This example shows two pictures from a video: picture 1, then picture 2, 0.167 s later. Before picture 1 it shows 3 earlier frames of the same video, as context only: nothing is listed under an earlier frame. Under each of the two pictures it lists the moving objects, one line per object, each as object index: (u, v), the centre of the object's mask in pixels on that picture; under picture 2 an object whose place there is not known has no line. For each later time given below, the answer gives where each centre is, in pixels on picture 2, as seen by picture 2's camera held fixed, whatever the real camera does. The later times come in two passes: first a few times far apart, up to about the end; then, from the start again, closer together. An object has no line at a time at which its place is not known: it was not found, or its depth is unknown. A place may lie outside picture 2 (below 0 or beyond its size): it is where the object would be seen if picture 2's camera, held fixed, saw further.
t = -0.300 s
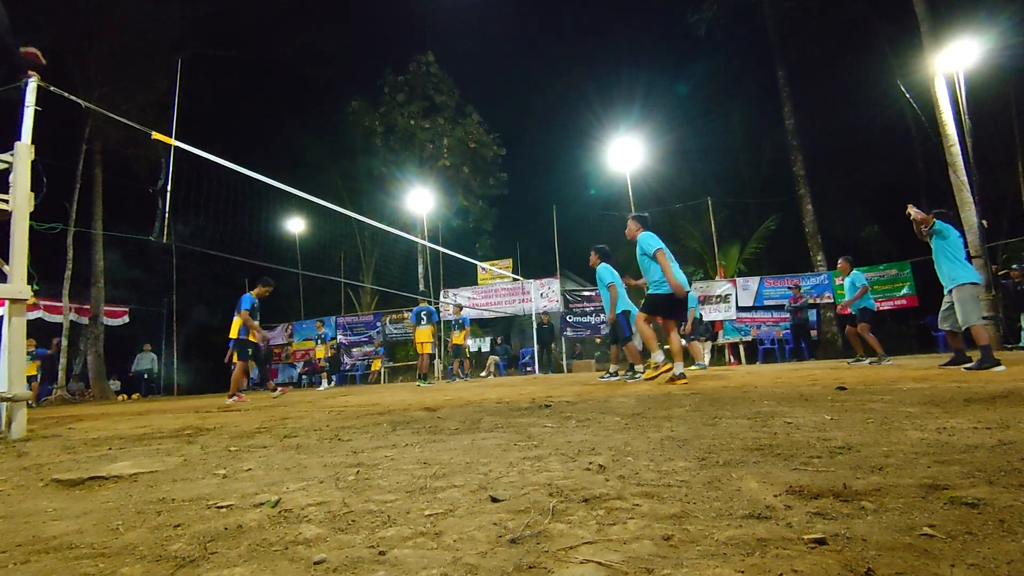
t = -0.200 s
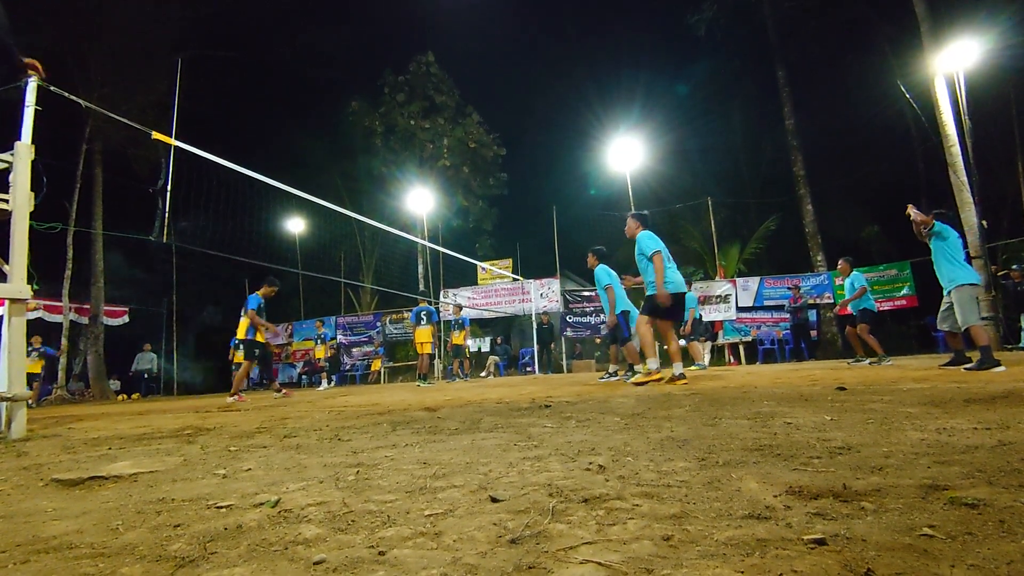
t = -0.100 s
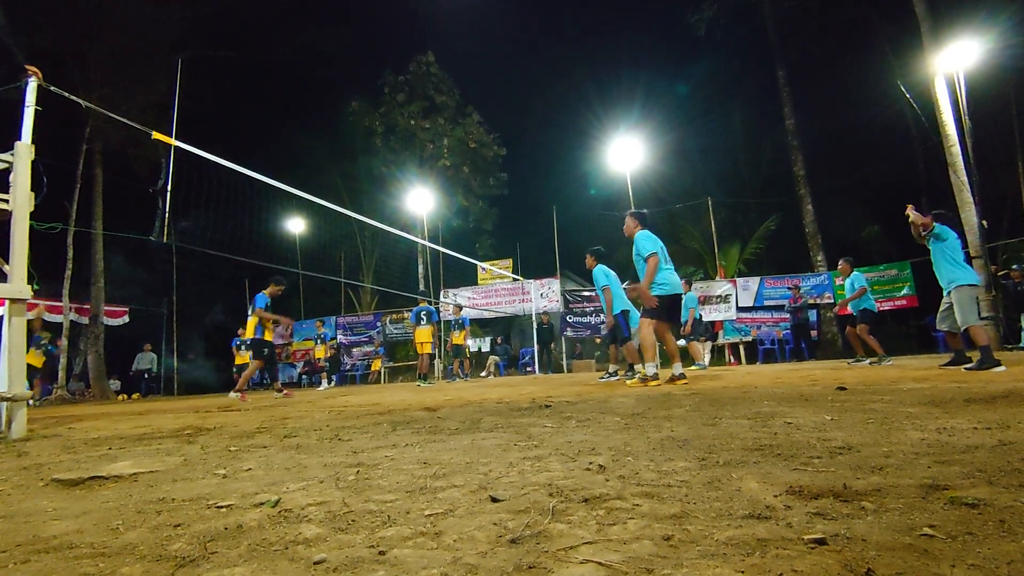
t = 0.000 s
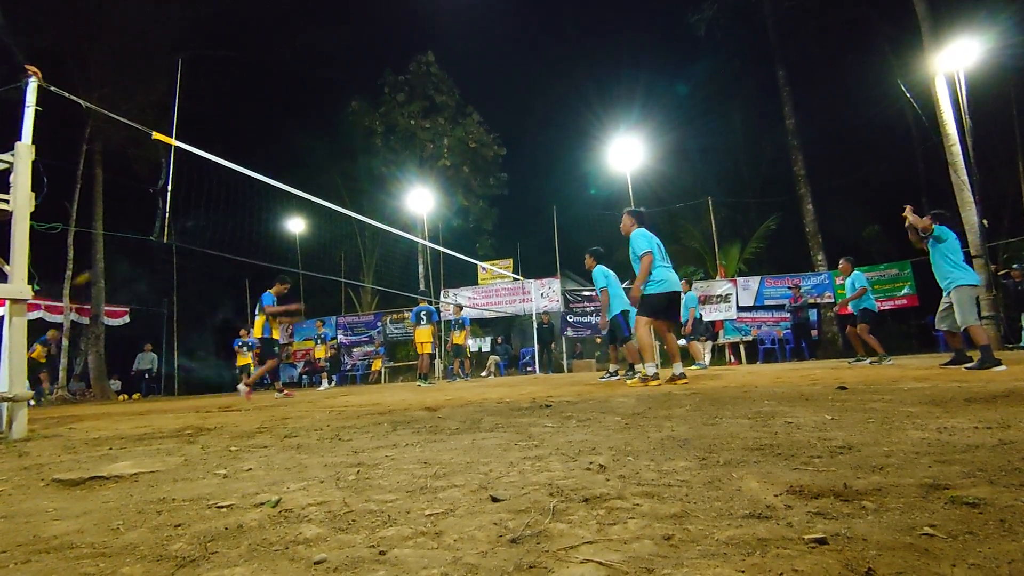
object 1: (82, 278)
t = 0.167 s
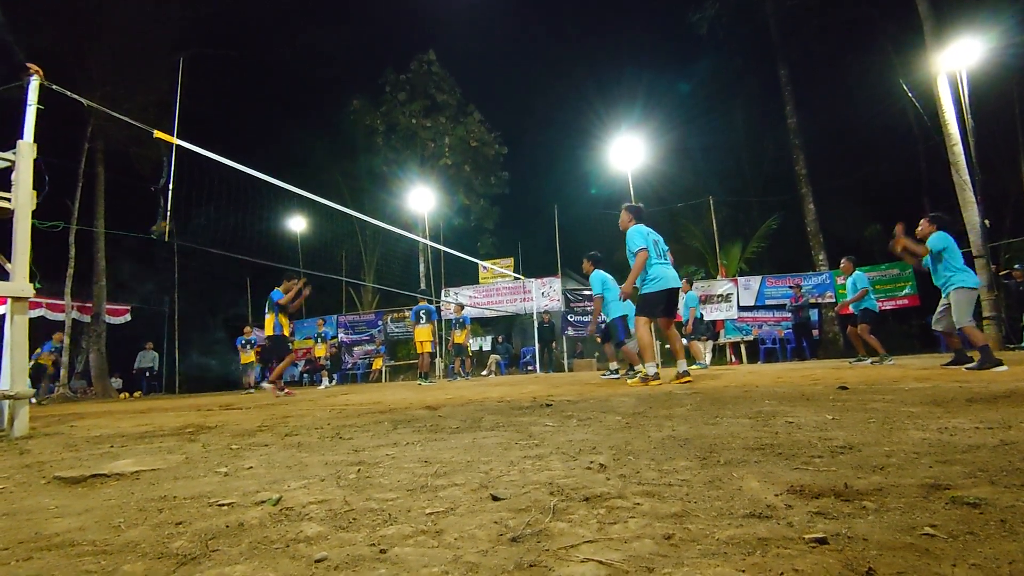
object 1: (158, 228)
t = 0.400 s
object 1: (280, 175)
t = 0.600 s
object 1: (383, 152)
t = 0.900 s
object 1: (559, 159)
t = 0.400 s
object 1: (280, 175)
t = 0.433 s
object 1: (295, 171)
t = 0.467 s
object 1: (312, 166)
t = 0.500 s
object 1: (329, 162)
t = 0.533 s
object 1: (346, 157)
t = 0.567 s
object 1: (363, 154)
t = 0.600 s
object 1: (383, 152)
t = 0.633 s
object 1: (400, 150)
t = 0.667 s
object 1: (421, 148)
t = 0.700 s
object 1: (437, 148)
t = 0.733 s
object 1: (457, 148)
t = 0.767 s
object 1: (478, 149)
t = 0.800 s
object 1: (496, 150)
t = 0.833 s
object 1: (515, 153)
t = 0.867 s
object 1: (538, 155)
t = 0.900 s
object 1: (559, 159)
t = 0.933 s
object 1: (580, 164)
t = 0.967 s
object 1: (600, 170)
